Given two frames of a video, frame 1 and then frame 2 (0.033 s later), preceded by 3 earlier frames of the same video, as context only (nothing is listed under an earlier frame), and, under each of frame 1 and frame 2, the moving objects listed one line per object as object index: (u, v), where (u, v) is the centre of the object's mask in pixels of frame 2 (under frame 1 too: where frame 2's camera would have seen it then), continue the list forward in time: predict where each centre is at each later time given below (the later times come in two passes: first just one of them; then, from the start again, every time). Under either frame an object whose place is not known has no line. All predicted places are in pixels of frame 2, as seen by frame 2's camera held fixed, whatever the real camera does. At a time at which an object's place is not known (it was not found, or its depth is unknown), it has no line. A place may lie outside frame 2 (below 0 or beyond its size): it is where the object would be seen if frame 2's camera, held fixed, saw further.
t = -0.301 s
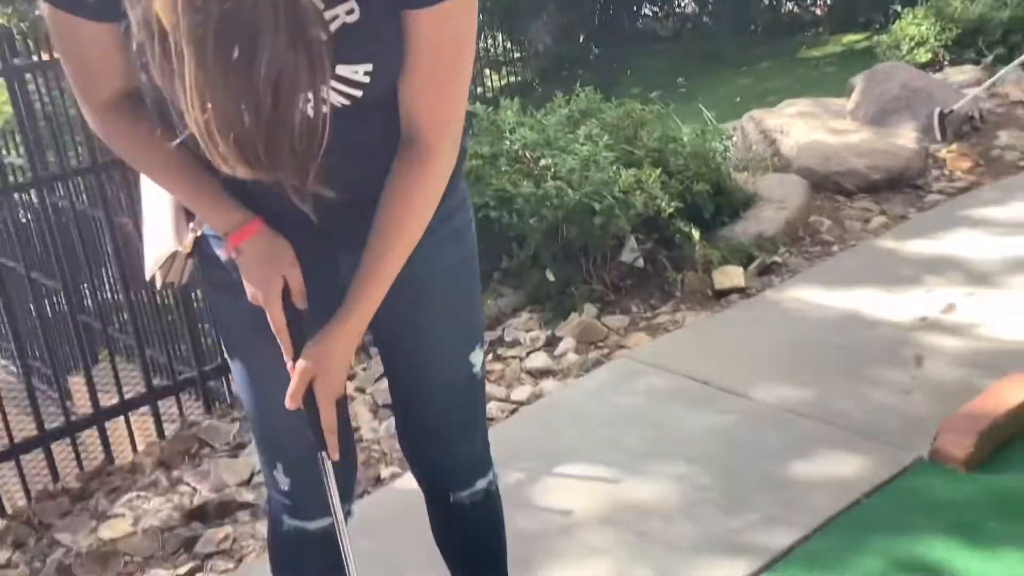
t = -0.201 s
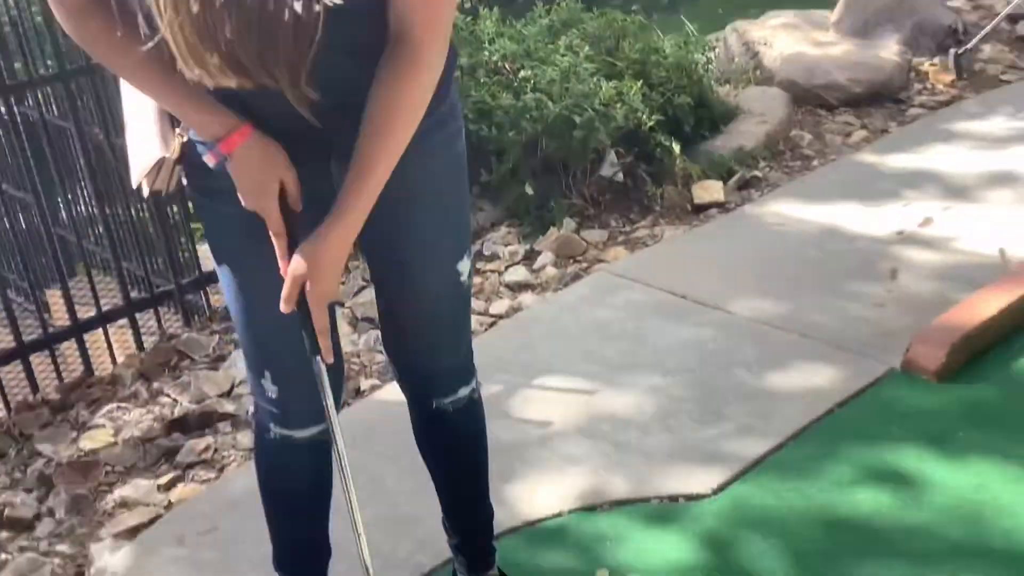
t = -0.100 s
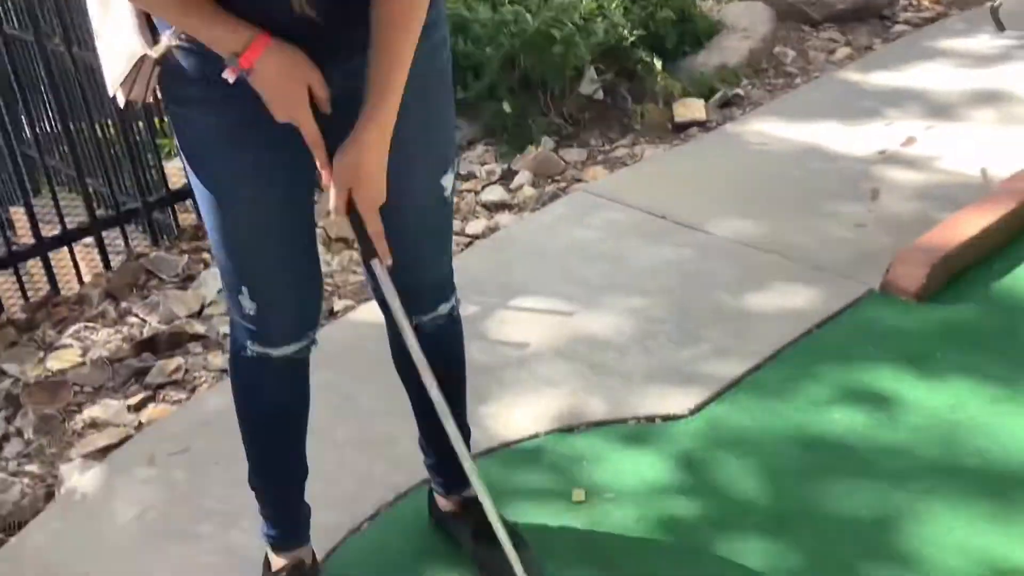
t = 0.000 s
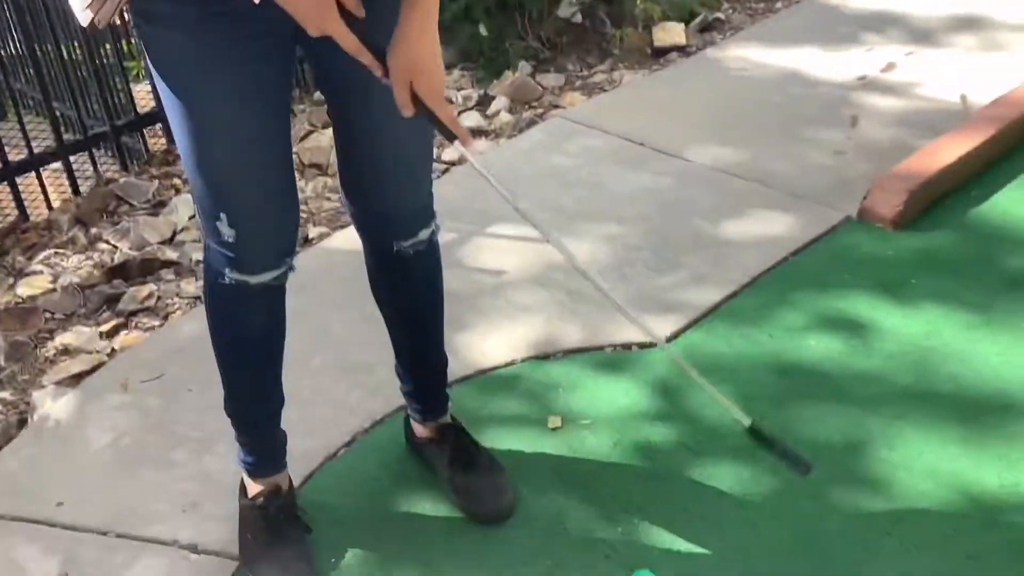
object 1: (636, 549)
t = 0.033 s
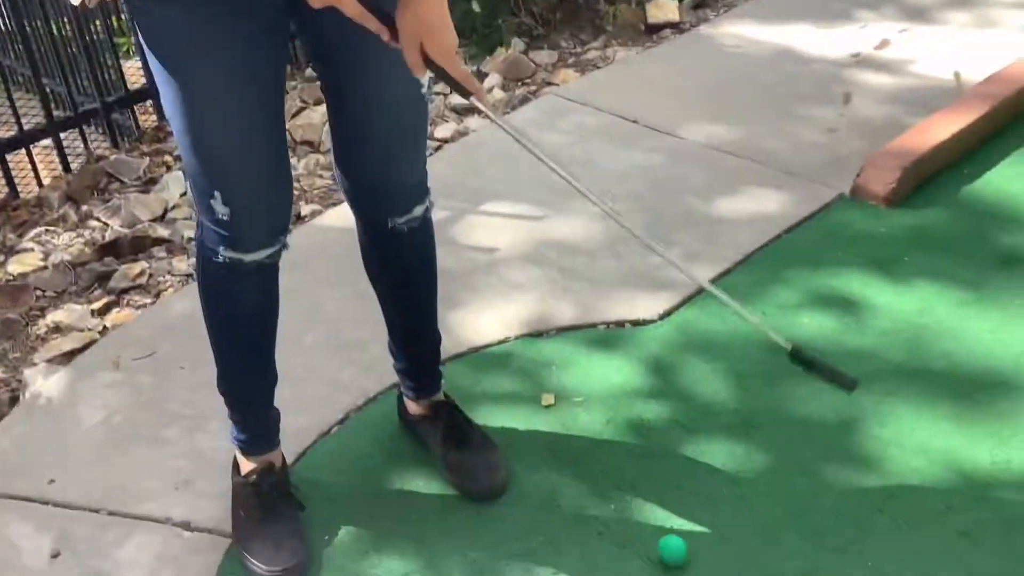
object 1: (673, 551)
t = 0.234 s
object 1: (864, 482)
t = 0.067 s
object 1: (706, 536)
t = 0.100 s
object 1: (739, 526)
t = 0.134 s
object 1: (772, 514)
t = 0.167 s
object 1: (803, 503)
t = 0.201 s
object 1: (834, 491)
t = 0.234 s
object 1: (864, 482)
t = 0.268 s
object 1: (893, 469)
